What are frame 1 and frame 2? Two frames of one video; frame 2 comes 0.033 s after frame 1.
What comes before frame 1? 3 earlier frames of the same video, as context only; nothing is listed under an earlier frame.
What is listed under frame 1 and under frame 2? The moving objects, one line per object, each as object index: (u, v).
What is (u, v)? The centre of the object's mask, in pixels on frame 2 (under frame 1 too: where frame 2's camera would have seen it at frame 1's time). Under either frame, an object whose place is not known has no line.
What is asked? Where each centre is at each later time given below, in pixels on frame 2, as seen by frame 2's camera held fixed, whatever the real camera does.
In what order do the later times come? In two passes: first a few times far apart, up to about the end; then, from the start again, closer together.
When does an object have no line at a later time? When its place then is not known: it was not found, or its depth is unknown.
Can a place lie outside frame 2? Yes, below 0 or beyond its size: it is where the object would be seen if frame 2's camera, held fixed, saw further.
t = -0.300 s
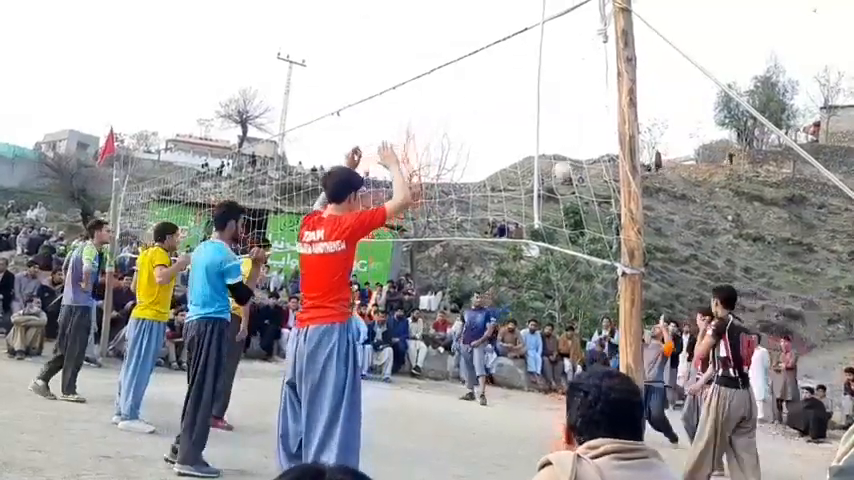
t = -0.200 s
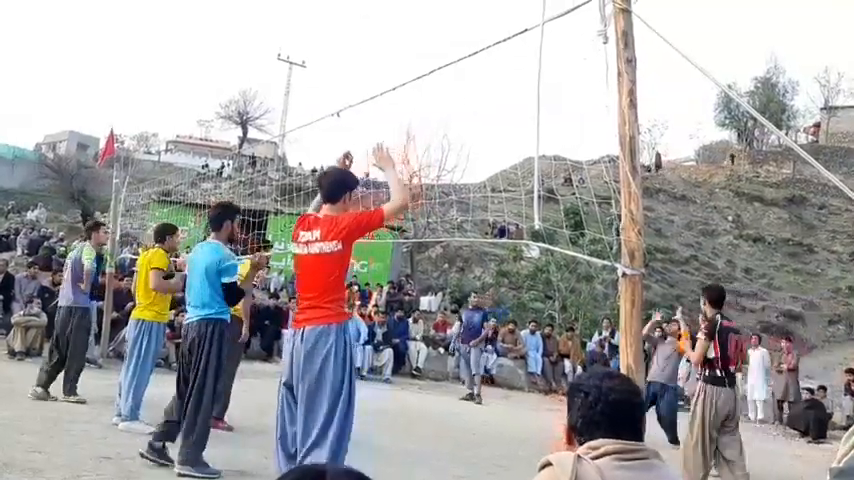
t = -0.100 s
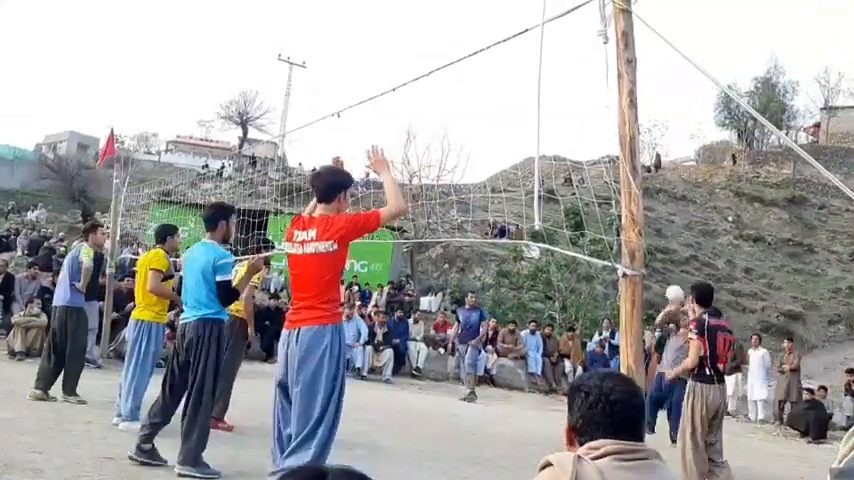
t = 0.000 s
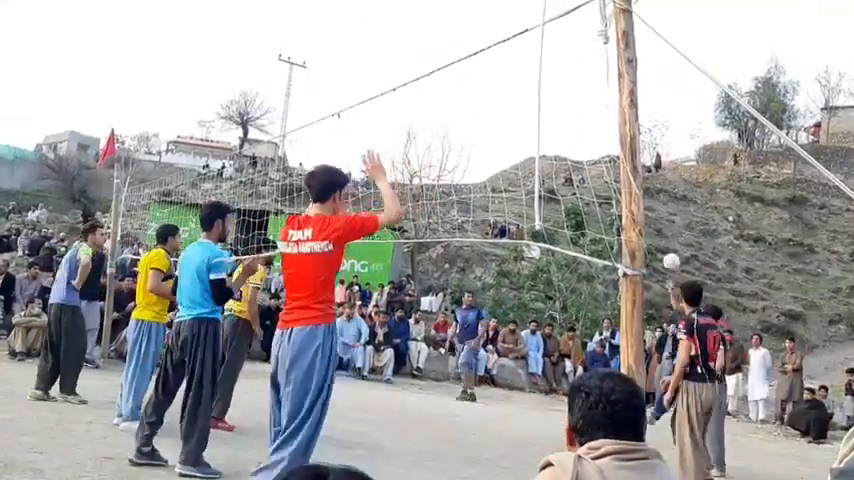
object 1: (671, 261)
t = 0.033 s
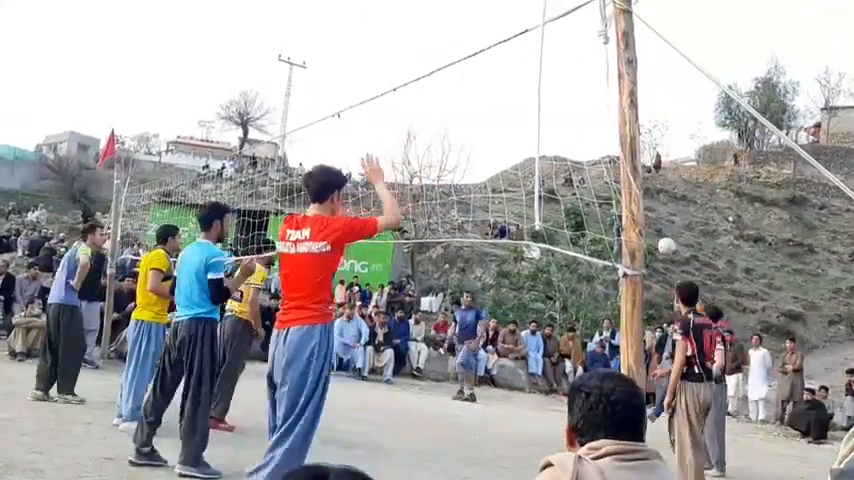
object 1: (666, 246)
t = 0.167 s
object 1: (648, 188)
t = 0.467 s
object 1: (590, 102)
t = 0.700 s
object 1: (532, 79)
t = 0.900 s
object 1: (471, 101)
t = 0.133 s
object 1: (651, 202)
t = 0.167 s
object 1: (648, 188)
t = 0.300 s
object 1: (617, 145)
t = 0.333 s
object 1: (613, 134)
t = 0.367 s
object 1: (610, 124)
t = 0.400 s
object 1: (603, 115)
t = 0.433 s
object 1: (598, 108)
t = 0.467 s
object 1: (590, 102)
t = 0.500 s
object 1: (582, 95)
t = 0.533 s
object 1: (575, 91)
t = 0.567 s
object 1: (567, 86)
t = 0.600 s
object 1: (559, 83)
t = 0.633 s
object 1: (551, 81)
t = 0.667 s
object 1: (545, 79)
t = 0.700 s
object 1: (532, 79)
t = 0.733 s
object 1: (523, 79)
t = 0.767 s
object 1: (514, 82)
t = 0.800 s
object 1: (504, 85)
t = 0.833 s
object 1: (493, 89)
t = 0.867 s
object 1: (482, 94)
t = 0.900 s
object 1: (471, 101)
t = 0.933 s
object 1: (460, 109)
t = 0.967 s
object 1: (447, 119)
